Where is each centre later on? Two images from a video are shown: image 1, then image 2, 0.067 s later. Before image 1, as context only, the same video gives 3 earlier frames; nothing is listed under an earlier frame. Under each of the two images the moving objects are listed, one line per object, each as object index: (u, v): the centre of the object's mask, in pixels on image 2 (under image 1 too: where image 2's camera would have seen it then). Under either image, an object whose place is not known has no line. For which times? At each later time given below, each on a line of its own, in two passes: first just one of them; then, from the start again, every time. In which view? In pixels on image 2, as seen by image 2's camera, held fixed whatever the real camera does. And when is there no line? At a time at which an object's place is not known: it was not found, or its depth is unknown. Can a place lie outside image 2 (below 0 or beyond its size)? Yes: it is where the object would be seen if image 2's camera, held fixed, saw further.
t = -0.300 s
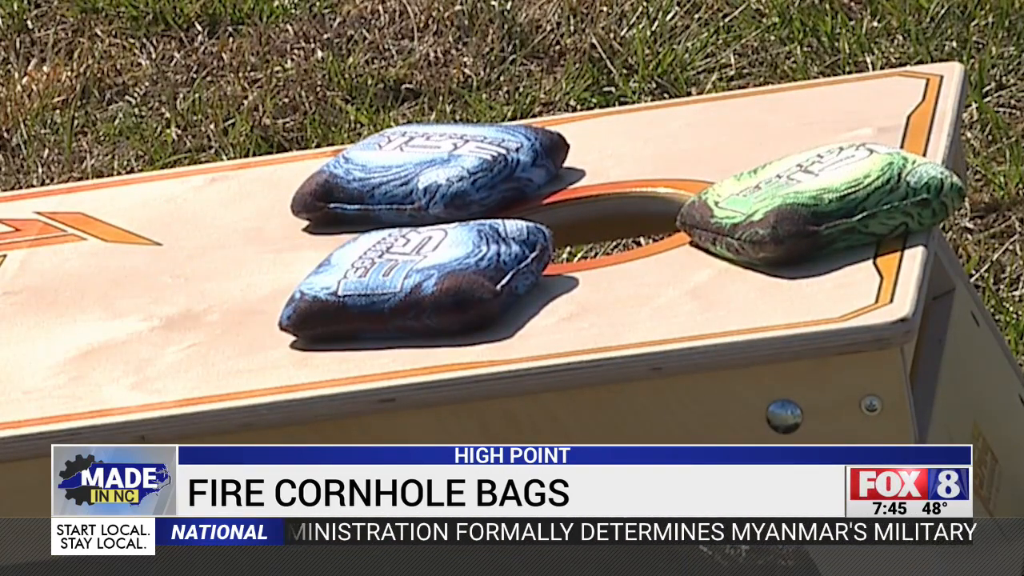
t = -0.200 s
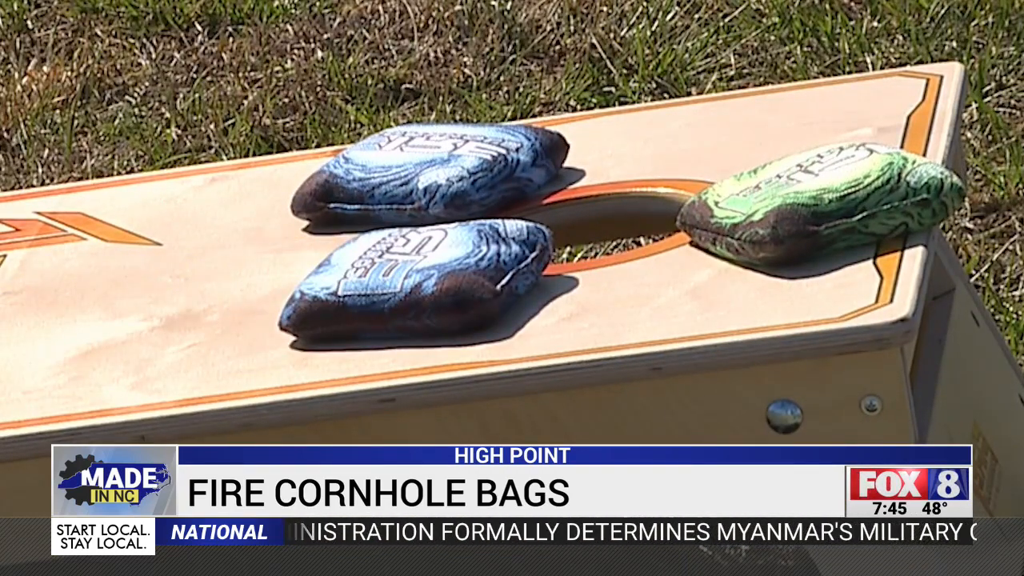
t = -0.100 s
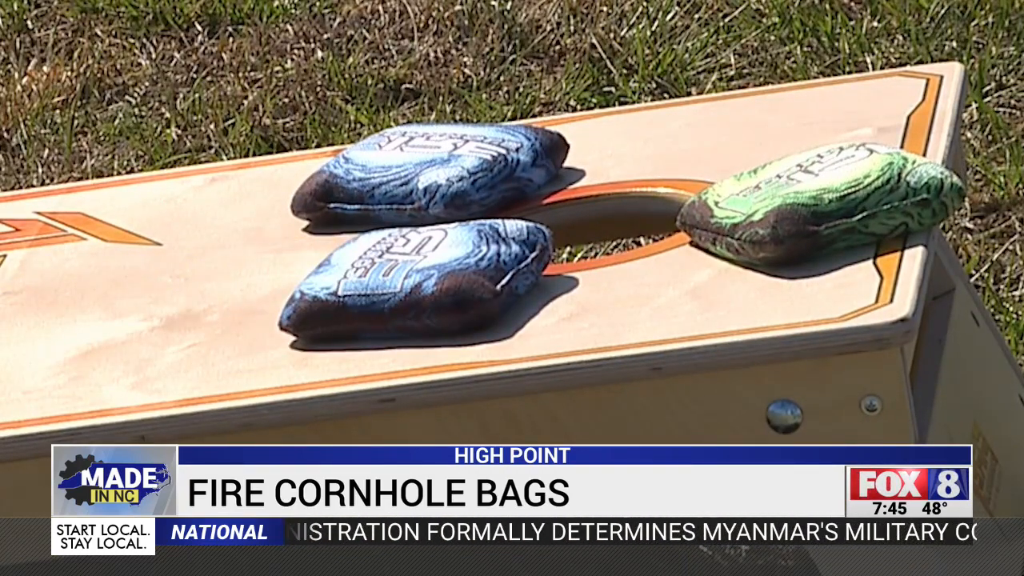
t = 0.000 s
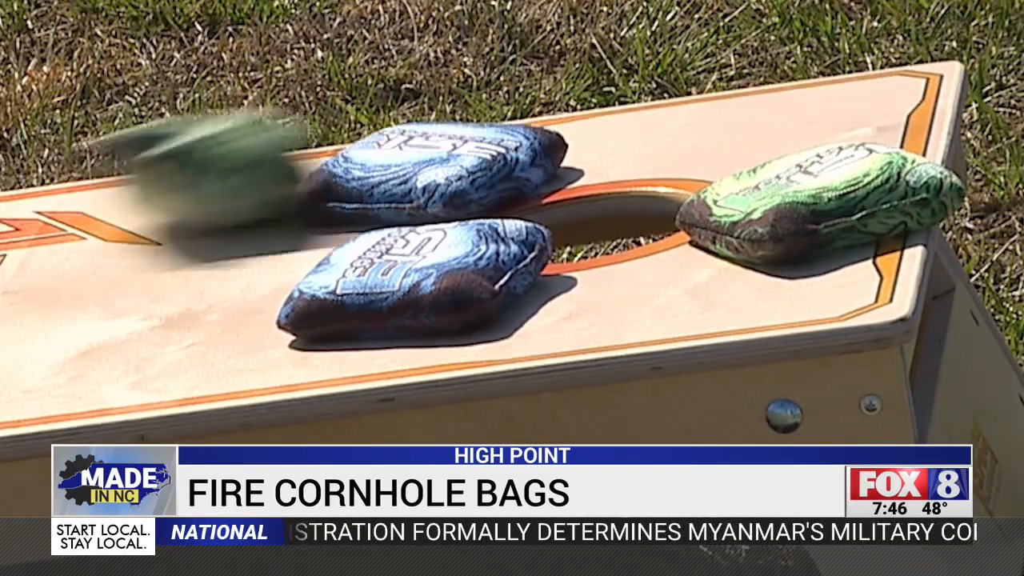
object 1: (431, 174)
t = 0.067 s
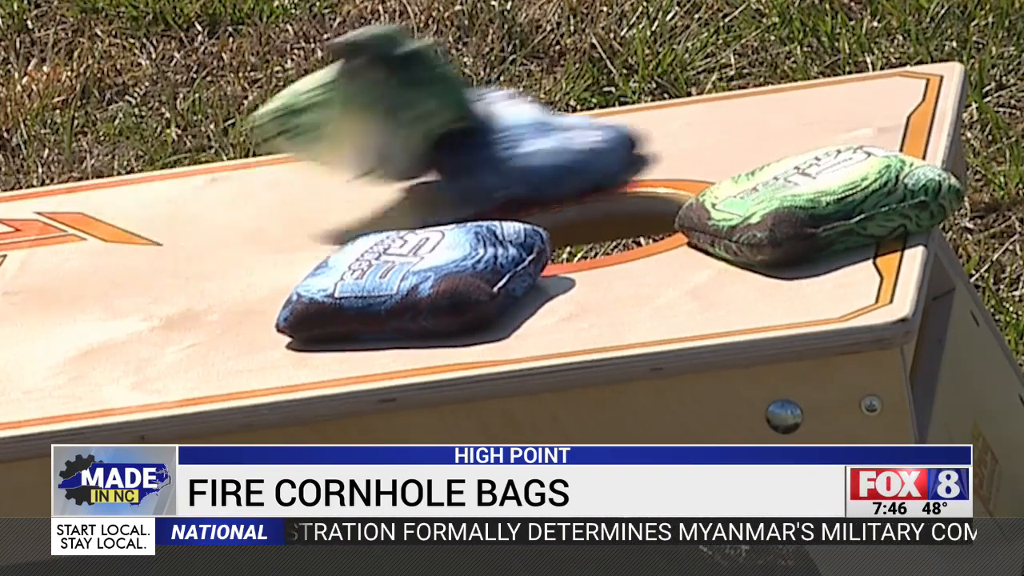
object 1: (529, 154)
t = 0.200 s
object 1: (720, 135)
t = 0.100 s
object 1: (584, 146)
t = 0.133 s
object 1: (636, 145)
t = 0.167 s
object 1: (682, 141)
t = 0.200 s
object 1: (720, 135)
